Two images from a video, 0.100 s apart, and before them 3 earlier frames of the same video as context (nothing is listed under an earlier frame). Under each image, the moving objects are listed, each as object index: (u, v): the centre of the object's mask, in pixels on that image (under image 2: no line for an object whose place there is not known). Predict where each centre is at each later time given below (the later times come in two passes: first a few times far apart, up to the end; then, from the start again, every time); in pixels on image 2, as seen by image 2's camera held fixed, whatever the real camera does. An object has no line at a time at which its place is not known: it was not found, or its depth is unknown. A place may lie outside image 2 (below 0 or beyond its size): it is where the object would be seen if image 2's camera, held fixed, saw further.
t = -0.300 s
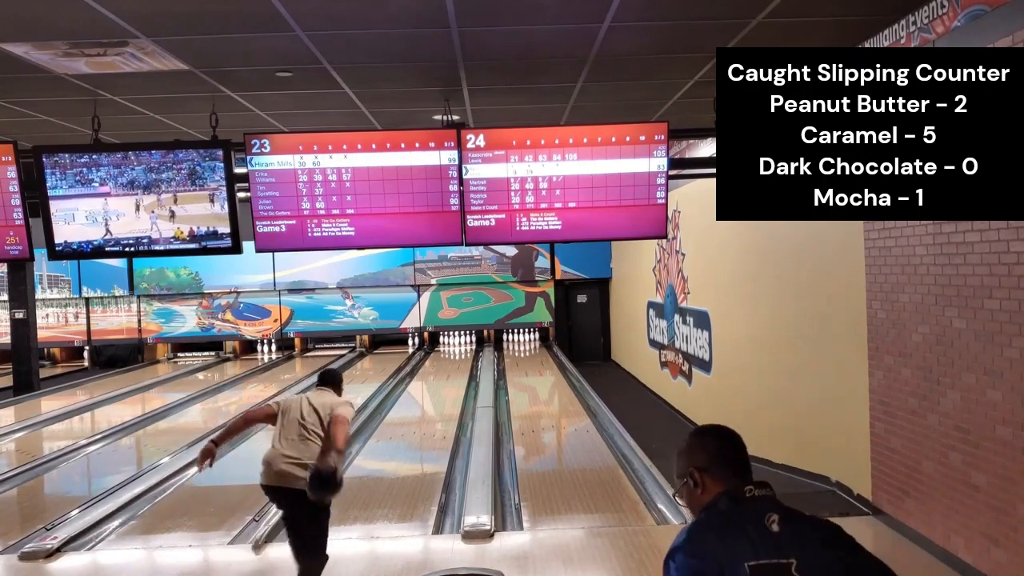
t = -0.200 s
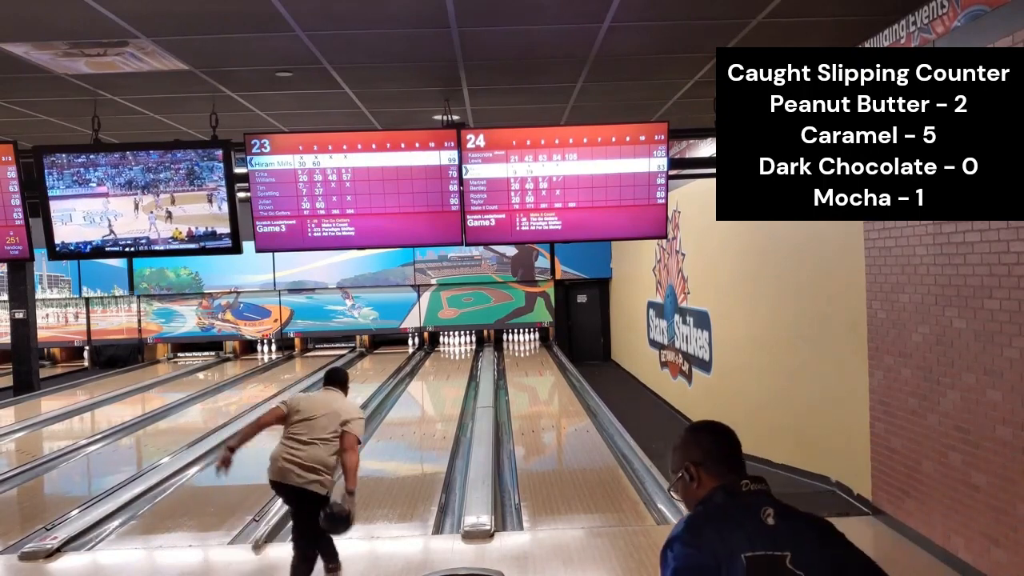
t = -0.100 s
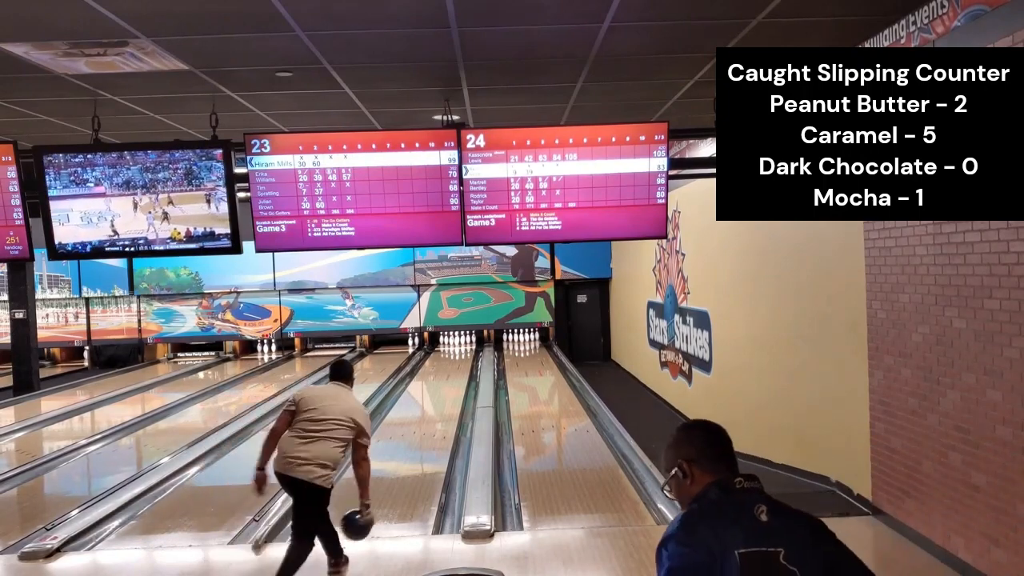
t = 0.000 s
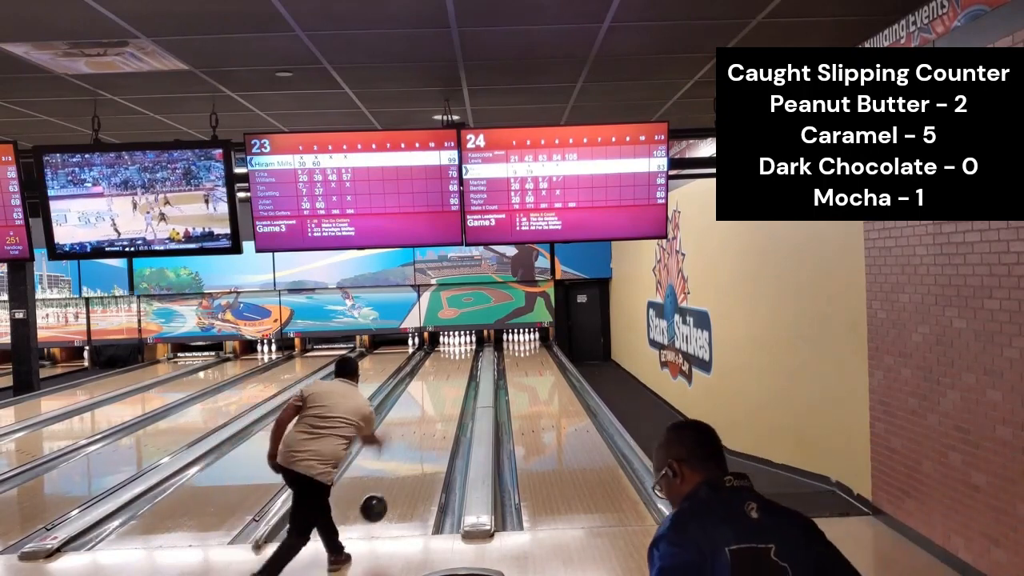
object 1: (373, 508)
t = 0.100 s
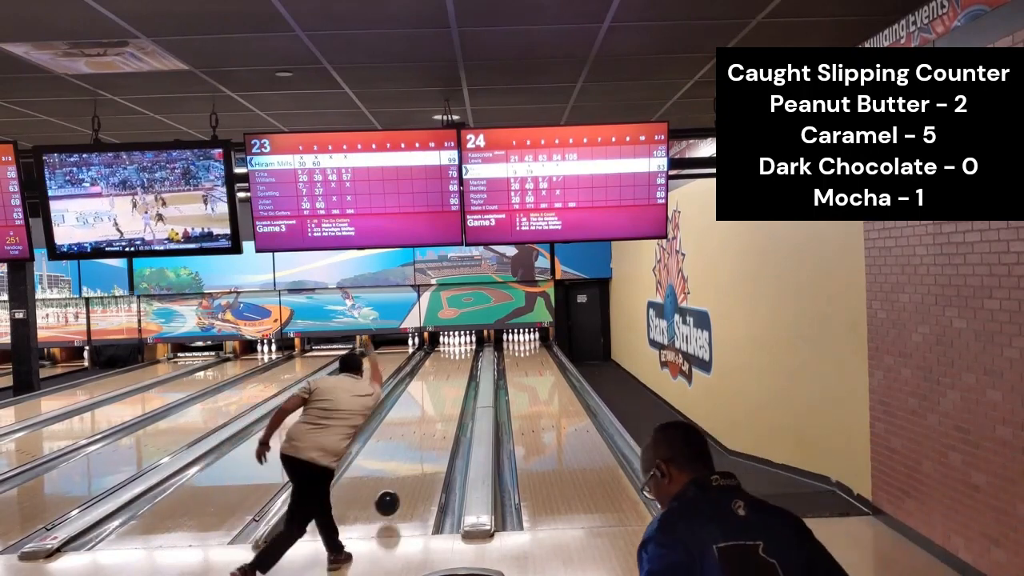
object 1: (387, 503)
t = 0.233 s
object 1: (401, 477)
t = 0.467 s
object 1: (418, 446)
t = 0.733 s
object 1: (432, 418)
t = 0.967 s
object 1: (440, 400)
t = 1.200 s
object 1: (447, 386)
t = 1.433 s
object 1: (452, 373)
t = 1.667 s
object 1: (456, 365)
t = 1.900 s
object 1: (458, 357)
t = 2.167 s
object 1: (460, 350)
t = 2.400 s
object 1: (459, 345)
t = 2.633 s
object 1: (459, 342)
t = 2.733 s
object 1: (463, 340)
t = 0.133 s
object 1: (391, 499)
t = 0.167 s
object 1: (394, 490)
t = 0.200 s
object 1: (398, 483)
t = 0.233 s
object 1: (401, 477)
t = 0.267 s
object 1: (404, 473)
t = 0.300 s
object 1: (406, 470)
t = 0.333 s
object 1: (409, 464)
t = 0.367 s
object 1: (412, 460)
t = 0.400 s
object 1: (414, 455)
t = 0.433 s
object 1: (416, 450)
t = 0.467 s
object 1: (418, 446)
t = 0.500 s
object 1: (420, 442)
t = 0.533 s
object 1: (422, 438)
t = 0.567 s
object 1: (424, 434)
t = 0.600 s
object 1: (426, 431)
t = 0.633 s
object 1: (428, 428)
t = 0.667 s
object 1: (429, 424)
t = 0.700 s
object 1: (431, 421)
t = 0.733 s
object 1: (432, 418)
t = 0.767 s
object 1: (433, 415)
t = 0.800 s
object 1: (435, 413)
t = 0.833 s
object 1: (436, 410)
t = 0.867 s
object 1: (437, 407)
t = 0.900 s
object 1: (438, 405)
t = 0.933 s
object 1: (439, 403)
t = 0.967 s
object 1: (440, 400)
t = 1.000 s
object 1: (442, 398)
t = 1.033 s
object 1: (443, 396)
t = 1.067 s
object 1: (443, 394)
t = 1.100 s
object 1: (444, 392)
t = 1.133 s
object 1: (445, 390)
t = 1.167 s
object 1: (446, 388)
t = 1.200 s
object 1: (447, 386)
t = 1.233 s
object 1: (448, 384)
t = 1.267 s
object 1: (448, 383)
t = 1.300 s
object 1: (449, 381)
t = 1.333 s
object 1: (451, 378)
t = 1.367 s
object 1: (451, 376)
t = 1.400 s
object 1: (452, 375)
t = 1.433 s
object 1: (452, 373)
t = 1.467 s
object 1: (453, 372)
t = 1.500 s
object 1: (454, 371)
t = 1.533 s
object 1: (454, 369)
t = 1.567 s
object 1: (455, 368)
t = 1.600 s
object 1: (455, 367)
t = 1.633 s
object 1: (455, 365)
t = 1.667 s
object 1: (456, 365)
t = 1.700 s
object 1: (456, 364)
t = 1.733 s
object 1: (457, 362)
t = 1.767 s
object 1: (457, 361)
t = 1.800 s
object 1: (458, 360)
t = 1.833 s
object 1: (458, 359)
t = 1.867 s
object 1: (458, 358)
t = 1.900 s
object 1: (458, 357)
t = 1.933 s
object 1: (458, 356)
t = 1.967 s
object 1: (458, 355)
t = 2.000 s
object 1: (459, 354)
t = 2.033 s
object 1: (459, 353)
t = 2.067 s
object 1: (459, 352)
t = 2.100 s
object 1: (459, 352)
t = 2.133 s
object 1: (459, 351)
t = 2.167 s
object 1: (460, 350)
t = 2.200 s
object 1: (459, 349)
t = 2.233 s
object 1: (460, 348)
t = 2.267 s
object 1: (460, 348)
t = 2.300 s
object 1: (460, 347)
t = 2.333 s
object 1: (460, 346)
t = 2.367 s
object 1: (459, 346)
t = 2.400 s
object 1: (459, 345)
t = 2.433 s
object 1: (459, 345)
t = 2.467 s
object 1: (459, 344)
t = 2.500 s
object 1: (459, 344)
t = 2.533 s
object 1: (459, 343)
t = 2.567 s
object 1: (458, 342)
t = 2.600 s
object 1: (459, 342)
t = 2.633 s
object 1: (459, 342)
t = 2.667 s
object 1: (459, 341)
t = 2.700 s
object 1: (462, 340)
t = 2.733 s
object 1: (463, 340)
